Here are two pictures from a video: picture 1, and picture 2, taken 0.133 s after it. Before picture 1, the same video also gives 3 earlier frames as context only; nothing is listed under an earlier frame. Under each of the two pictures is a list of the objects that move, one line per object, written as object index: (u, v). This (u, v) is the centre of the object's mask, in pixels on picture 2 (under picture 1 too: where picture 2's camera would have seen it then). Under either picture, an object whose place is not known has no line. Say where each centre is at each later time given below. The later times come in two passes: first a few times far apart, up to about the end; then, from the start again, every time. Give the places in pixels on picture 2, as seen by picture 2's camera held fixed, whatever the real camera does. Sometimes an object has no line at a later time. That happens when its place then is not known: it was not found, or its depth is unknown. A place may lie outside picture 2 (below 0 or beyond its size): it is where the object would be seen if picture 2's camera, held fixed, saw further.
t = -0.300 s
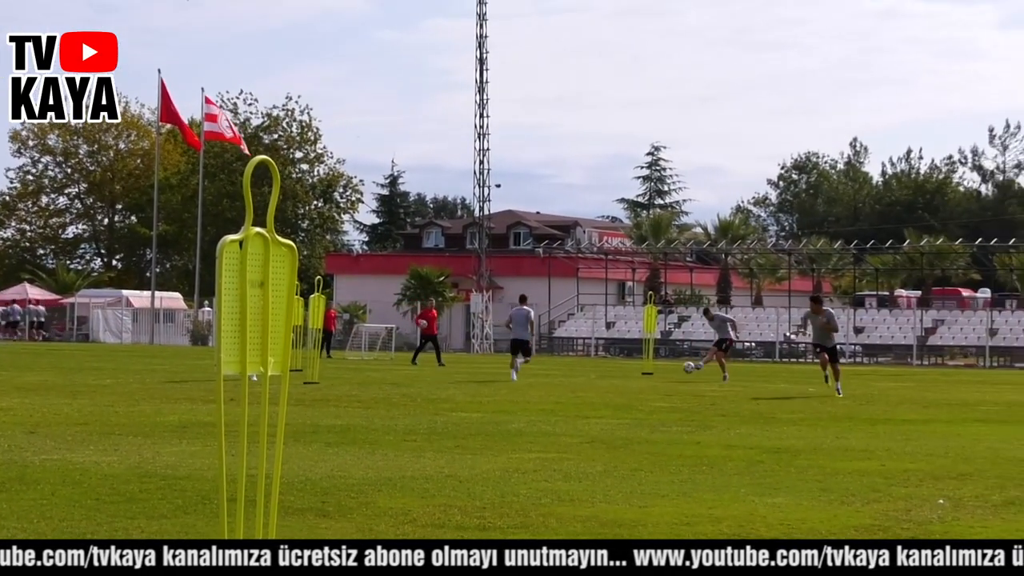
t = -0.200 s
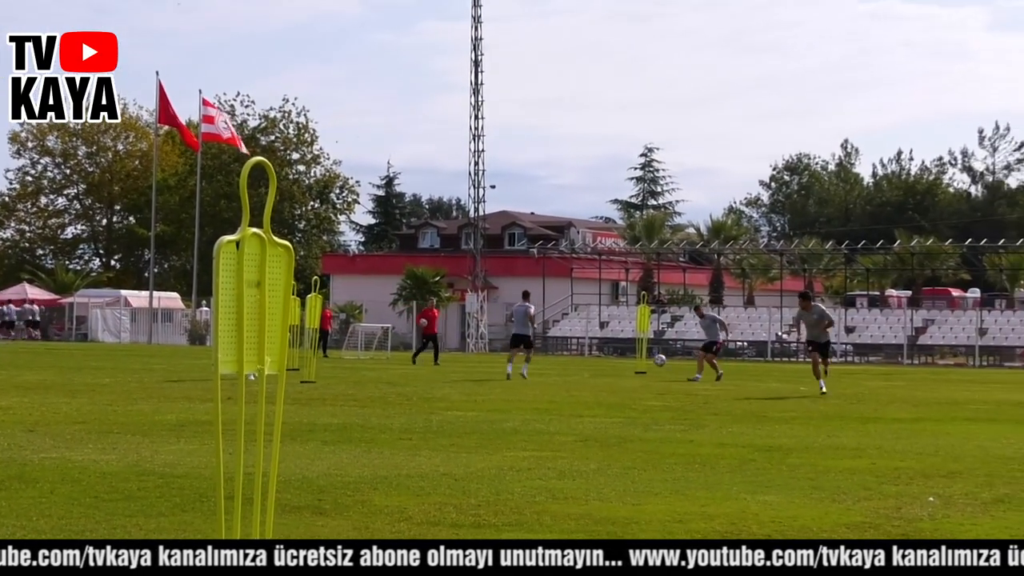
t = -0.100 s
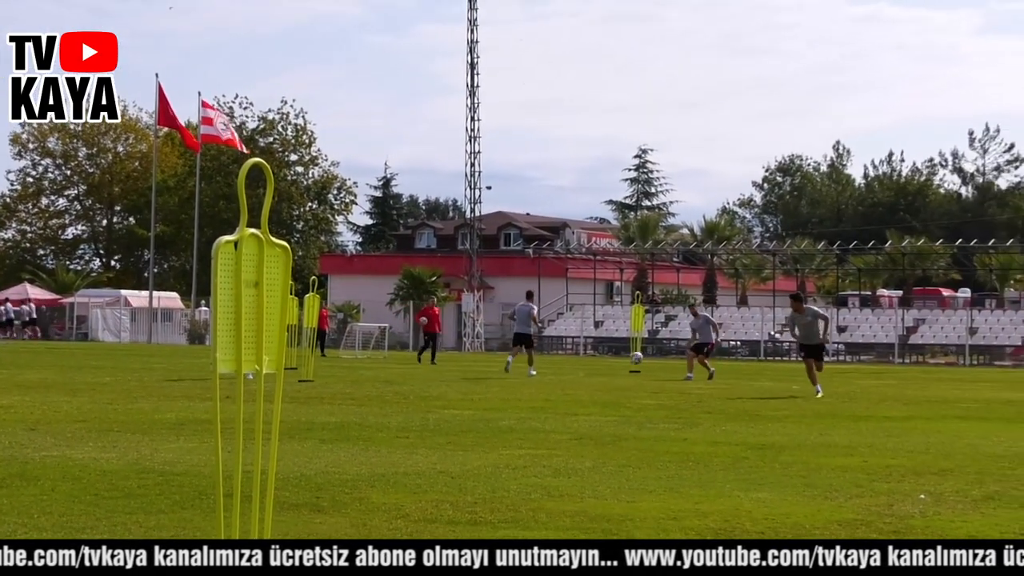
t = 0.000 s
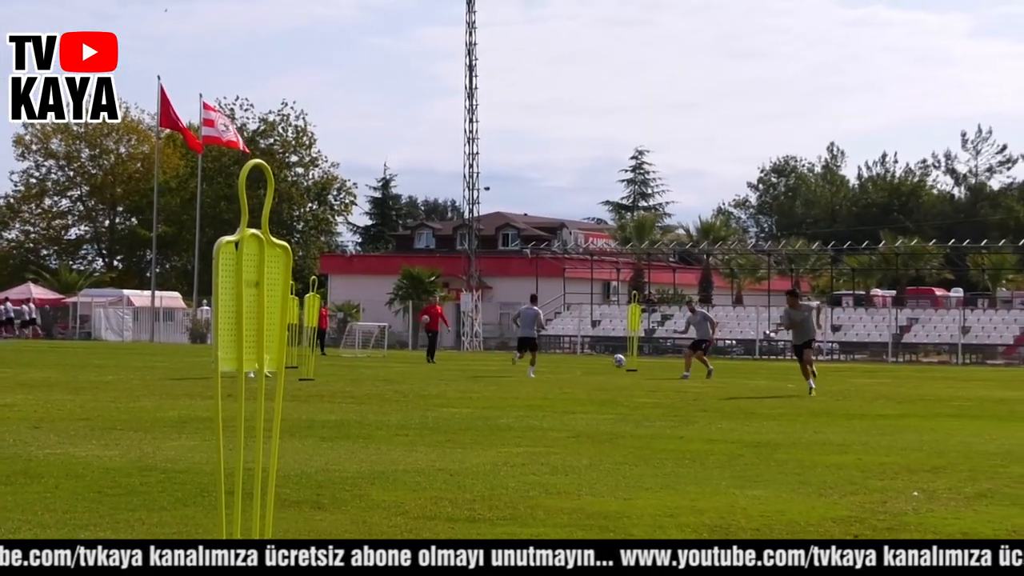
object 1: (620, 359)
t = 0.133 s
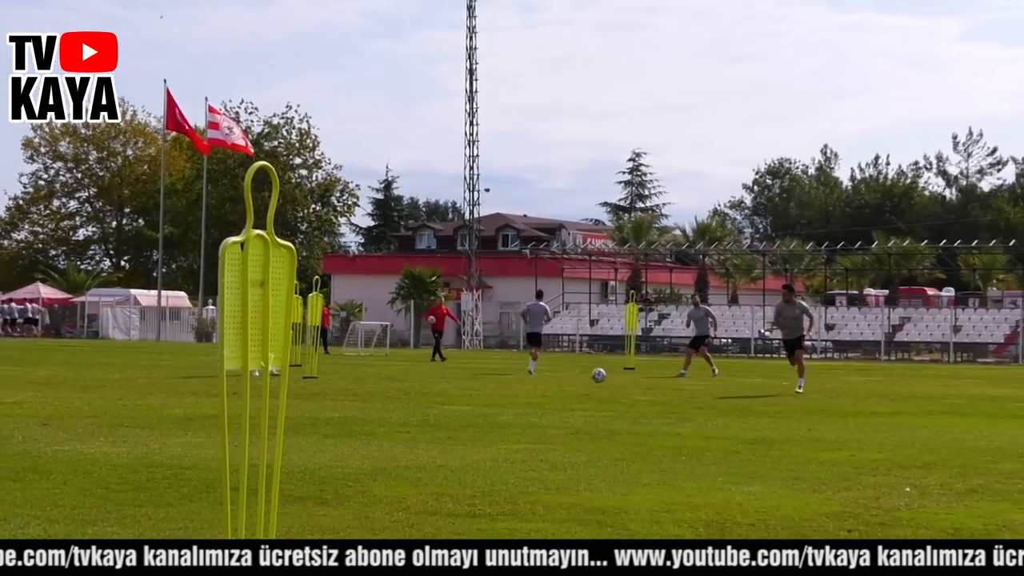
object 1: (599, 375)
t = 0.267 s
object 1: (586, 386)
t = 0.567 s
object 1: (588, 399)
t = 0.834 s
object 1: (617, 405)
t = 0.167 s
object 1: (593, 381)
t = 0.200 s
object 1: (592, 386)
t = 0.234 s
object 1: (588, 390)
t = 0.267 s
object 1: (586, 386)
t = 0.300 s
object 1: (585, 385)
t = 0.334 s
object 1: (584, 382)
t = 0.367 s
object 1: (582, 382)
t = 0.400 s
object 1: (582, 382)
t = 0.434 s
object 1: (582, 383)
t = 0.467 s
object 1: (583, 386)
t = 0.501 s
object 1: (584, 388)
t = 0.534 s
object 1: (586, 393)
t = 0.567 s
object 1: (588, 399)
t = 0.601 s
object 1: (590, 403)
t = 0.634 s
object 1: (593, 413)
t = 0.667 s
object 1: (597, 412)
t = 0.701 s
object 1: (599, 409)
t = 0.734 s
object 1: (604, 405)
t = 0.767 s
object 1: (608, 404)
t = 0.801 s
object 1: (612, 404)
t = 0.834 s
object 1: (617, 405)
